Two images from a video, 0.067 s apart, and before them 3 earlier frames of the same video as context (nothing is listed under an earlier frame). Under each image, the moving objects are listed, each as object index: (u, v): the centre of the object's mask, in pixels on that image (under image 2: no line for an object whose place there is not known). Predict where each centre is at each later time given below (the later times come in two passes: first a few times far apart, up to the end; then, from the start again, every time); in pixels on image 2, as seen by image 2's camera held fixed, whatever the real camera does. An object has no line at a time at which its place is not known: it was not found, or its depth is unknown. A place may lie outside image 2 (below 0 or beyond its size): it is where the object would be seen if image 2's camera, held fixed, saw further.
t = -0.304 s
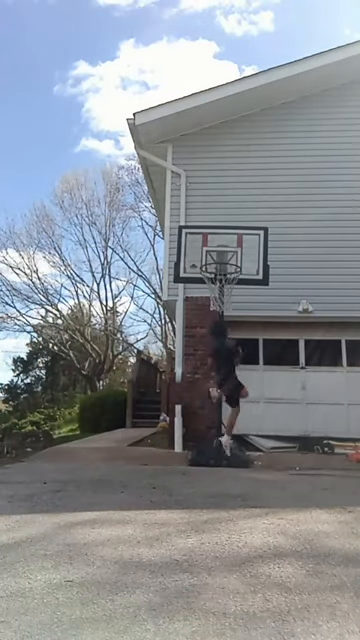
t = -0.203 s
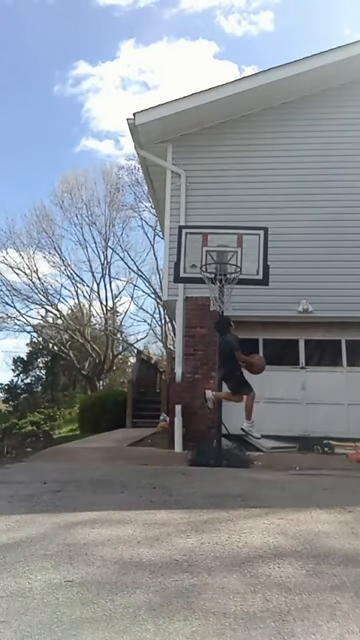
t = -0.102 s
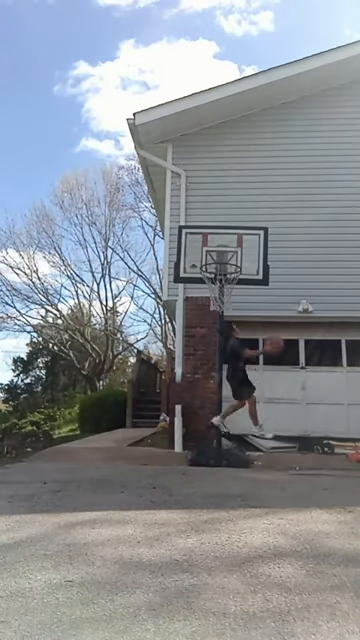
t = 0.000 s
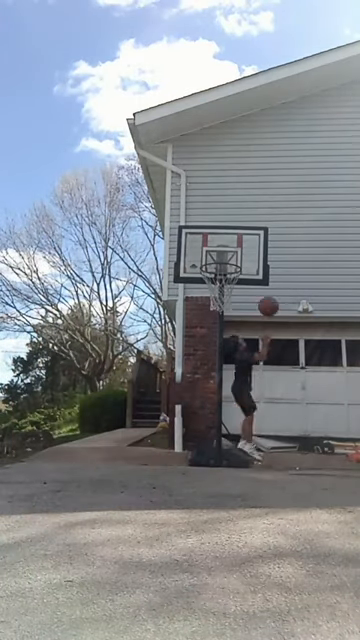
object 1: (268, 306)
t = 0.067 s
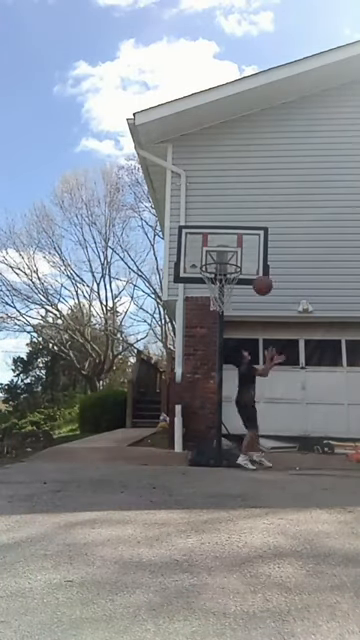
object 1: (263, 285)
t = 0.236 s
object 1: (249, 250)
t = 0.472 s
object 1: (231, 239)
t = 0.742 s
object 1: (217, 259)
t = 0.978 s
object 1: (218, 254)
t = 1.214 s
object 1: (225, 254)
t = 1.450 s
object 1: (229, 255)
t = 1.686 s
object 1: (231, 266)
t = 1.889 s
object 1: (224, 296)
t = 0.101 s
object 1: (259, 276)
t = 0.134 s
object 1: (257, 268)
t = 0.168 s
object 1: (254, 261)
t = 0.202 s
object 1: (251, 255)
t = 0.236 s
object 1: (249, 250)
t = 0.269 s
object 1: (246, 246)
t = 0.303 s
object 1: (243, 242)
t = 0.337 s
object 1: (240, 240)
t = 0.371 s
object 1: (238, 239)
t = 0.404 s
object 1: (235, 238)
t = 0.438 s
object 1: (233, 238)
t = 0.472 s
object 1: (231, 239)
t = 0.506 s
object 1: (230, 240)
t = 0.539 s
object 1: (226, 243)
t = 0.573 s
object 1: (224, 246)
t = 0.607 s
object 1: (222, 251)
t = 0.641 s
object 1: (220, 255)
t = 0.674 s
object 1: (217, 259)
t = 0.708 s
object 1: (217, 260)
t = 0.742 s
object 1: (217, 259)
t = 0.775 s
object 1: (217, 257)
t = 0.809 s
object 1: (217, 257)
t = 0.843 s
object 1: (217, 256)
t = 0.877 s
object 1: (217, 257)
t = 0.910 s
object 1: (217, 255)
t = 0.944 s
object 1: (218, 255)
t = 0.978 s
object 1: (218, 254)
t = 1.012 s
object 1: (219, 254)
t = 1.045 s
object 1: (220, 254)
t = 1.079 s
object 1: (221, 254)
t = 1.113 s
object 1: (222, 253)
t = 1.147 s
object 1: (222, 253)
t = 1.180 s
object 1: (223, 253)
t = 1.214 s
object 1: (225, 254)
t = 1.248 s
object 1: (225, 254)
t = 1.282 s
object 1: (226, 254)
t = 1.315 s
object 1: (226, 254)
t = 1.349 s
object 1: (227, 254)
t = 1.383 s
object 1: (227, 255)
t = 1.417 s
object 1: (228, 255)
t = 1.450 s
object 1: (229, 255)
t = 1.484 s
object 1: (229, 256)
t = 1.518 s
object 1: (230, 257)
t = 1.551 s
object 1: (230, 258)
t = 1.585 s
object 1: (231, 259)
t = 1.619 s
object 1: (232, 261)
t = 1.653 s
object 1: (232, 263)
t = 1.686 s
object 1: (231, 266)
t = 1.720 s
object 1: (231, 271)
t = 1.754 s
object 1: (231, 275)
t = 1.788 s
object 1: (229, 281)
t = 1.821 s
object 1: (229, 285)
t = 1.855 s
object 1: (226, 291)
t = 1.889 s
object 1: (224, 296)
